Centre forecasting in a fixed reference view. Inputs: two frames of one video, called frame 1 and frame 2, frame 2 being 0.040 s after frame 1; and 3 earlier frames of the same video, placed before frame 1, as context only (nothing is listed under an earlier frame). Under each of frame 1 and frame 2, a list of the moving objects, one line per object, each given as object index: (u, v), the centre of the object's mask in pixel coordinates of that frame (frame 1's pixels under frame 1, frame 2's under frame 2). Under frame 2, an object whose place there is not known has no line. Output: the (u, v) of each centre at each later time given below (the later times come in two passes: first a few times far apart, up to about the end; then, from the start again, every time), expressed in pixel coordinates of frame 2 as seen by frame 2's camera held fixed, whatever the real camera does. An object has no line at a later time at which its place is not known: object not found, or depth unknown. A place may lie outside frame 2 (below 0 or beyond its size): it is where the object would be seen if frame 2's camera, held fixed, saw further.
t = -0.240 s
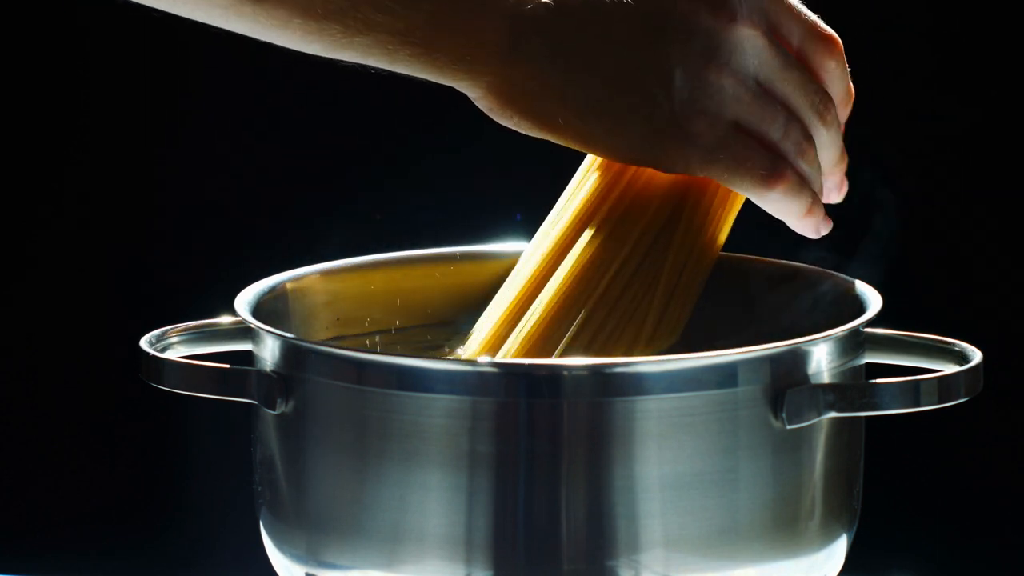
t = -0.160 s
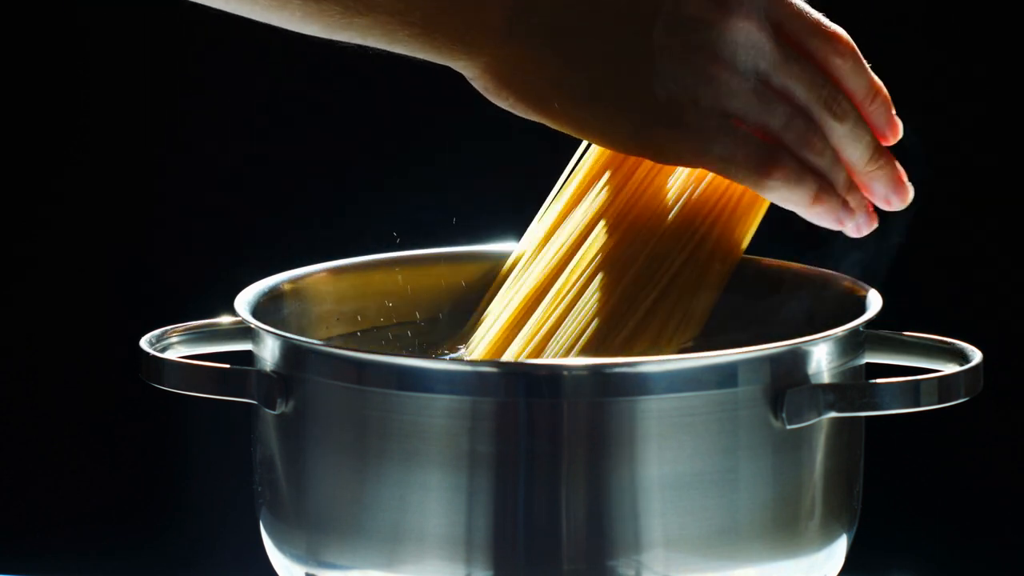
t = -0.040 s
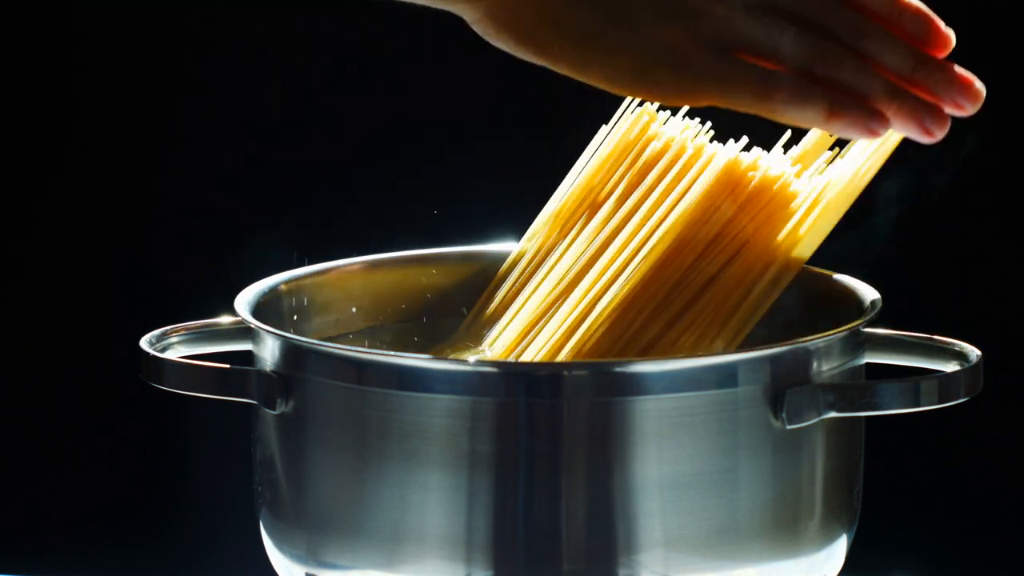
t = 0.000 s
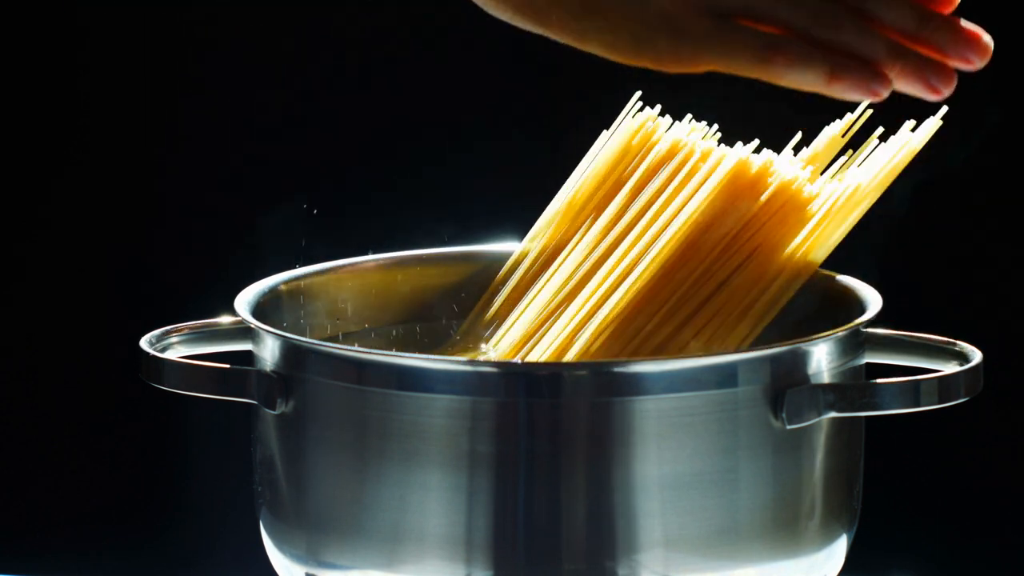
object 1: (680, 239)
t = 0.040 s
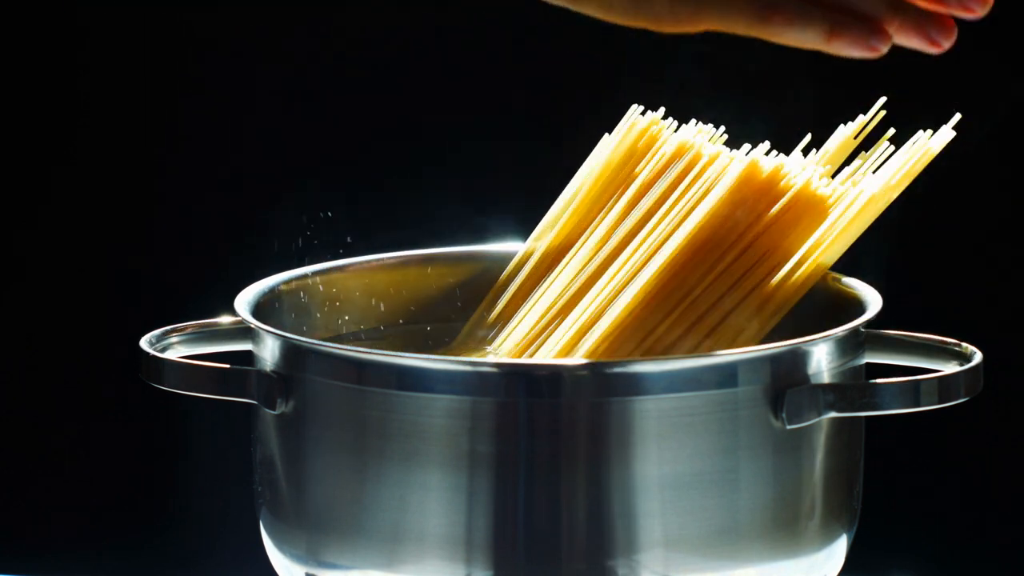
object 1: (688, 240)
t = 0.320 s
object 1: (710, 243)
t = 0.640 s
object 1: (710, 242)
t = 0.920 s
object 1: (710, 243)
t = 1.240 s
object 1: (710, 242)
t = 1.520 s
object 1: (710, 243)
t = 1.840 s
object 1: (709, 243)
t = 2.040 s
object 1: (709, 243)
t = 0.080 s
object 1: (695, 240)
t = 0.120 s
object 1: (701, 241)
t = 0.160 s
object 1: (704, 241)
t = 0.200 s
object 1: (708, 242)
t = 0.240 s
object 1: (709, 242)
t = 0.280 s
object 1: (710, 243)
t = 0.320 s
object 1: (710, 243)
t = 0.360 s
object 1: (710, 243)
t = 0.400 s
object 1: (710, 243)
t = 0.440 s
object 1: (710, 243)
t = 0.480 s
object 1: (710, 242)
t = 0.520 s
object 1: (711, 242)
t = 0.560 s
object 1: (710, 242)
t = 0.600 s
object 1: (710, 243)
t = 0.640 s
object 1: (710, 242)
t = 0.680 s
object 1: (710, 242)
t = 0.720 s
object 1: (710, 243)
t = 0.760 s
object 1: (710, 243)
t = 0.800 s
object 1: (710, 243)
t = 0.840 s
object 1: (710, 243)
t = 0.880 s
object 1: (710, 243)
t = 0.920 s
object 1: (710, 243)
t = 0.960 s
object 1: (710, 243)
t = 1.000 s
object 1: (710, 243)
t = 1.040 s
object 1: (710, 243)
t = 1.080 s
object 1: (710, 243)
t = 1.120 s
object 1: (710, 243)
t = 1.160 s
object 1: (710, 243)
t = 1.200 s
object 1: (710, 243)
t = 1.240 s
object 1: (710, 242)
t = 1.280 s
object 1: (710, 242)
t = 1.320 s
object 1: (709, 243)
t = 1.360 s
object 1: (709, 243)
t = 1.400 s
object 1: (709, 243)
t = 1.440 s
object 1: (709, 243)
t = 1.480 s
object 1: (709, 243)
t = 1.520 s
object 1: (710, 243)
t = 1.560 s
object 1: (709, 243)
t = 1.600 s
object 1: (710, 243)
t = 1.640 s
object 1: (709, 243)
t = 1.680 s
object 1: (709, 243)
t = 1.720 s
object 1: (709, 243)
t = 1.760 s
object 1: (709, 243)
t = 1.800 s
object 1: (709, 243)
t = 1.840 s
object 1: (709, 243)
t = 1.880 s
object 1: (709, 243)
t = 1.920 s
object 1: (709, 243)
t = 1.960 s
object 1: (709, 243)
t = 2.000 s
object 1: (709, 243)
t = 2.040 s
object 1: (709, 243)
